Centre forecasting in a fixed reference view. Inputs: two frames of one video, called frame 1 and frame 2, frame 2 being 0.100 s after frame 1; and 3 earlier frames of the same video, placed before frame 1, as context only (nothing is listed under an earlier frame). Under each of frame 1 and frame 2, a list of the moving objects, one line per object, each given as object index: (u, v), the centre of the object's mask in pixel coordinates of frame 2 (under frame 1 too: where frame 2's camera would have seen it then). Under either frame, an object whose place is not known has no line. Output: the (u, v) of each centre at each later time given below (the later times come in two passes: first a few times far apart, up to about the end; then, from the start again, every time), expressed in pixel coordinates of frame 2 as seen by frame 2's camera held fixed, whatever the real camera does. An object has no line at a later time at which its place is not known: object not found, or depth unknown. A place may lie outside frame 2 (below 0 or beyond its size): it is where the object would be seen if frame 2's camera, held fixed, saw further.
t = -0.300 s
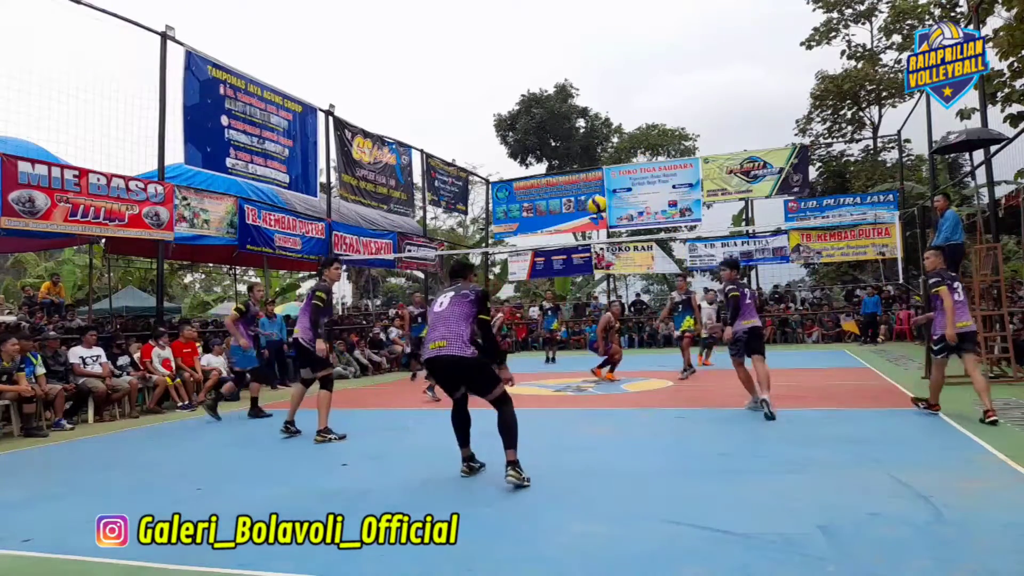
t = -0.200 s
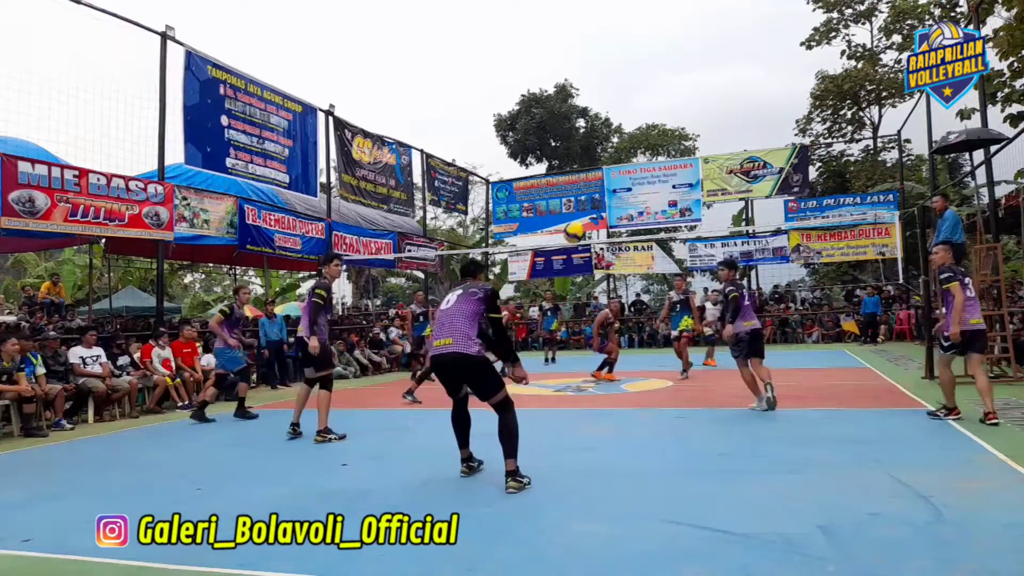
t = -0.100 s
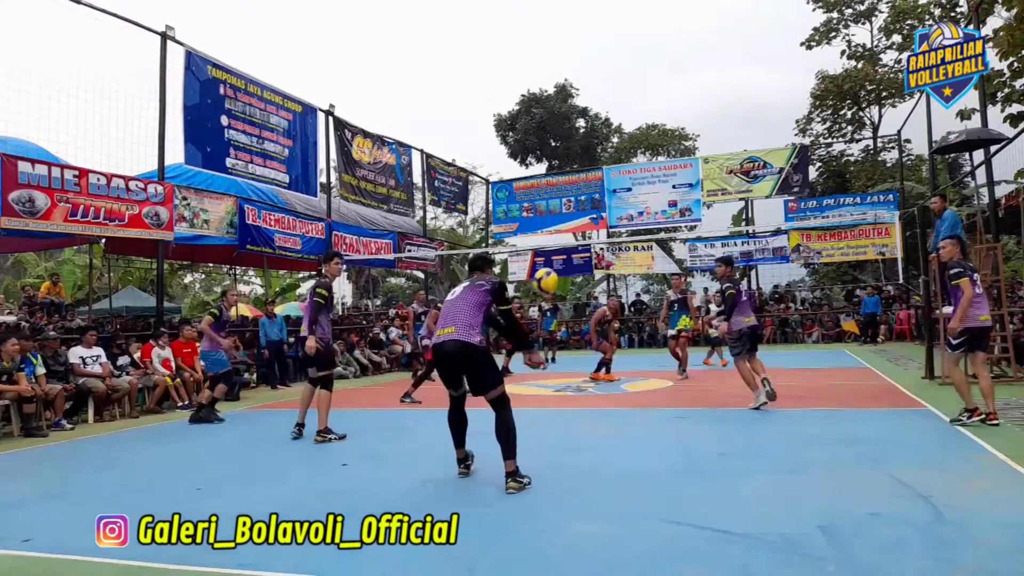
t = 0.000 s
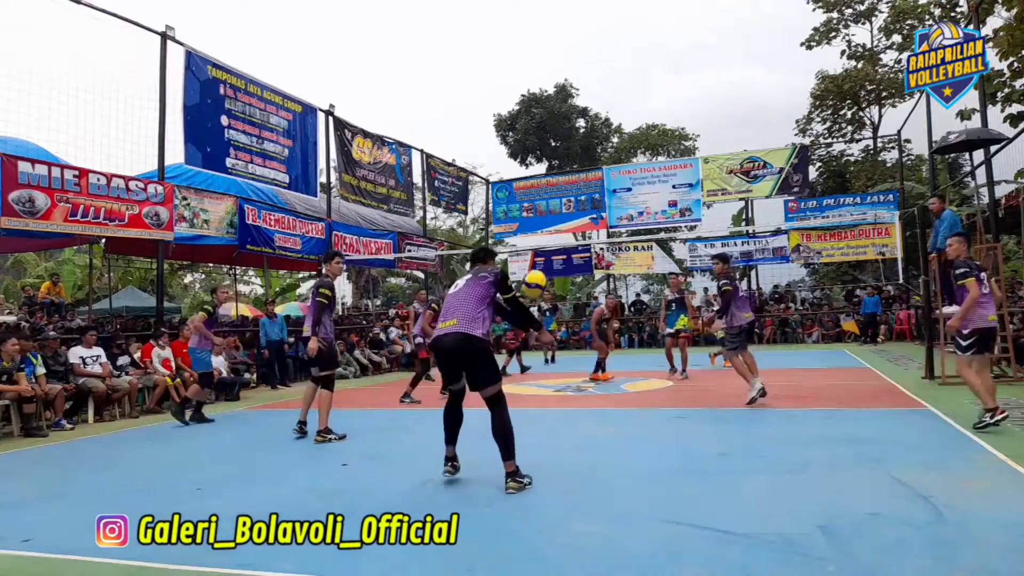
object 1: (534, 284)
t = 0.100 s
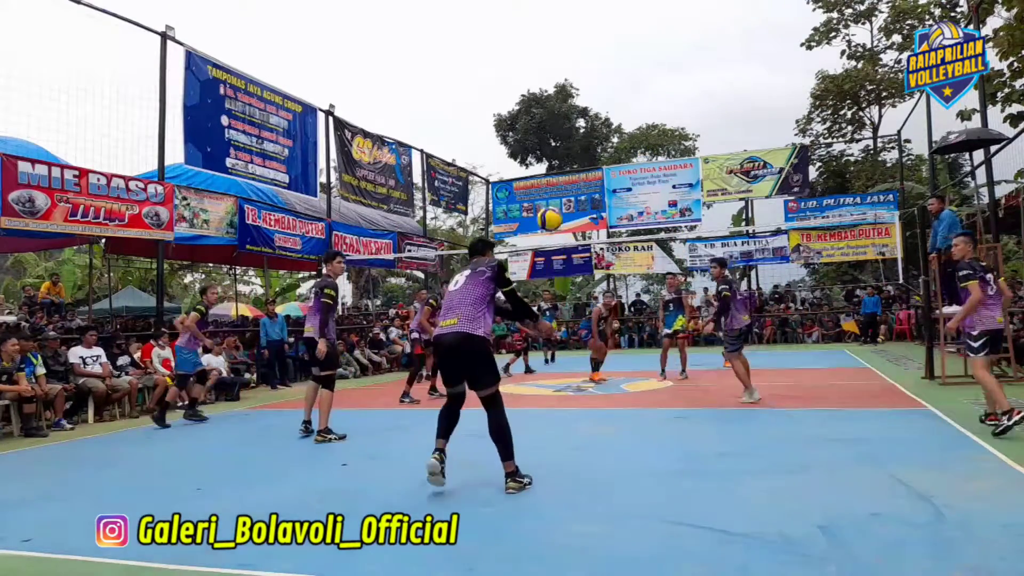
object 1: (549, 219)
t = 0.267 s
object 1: (572, 151)
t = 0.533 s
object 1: (599, 118)
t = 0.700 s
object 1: (615, 132)
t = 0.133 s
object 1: (554, 202)
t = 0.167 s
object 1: (559, 186)
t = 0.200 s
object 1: (563, 173)
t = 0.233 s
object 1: (567, 161)
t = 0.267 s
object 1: (572, 151)
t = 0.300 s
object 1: (575, 142)
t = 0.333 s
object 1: (579, 134)
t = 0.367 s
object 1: (583, 129)
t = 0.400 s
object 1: (586, 125)
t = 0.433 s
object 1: (590, 121)
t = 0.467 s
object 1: (593, 119)
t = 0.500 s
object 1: (597, 118)
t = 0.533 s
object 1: (599, 118)
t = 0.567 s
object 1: (603, 118)
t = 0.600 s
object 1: (606, 120)
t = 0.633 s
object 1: (609, 125)
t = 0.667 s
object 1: (612, 128)
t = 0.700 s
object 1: (615, 132)
